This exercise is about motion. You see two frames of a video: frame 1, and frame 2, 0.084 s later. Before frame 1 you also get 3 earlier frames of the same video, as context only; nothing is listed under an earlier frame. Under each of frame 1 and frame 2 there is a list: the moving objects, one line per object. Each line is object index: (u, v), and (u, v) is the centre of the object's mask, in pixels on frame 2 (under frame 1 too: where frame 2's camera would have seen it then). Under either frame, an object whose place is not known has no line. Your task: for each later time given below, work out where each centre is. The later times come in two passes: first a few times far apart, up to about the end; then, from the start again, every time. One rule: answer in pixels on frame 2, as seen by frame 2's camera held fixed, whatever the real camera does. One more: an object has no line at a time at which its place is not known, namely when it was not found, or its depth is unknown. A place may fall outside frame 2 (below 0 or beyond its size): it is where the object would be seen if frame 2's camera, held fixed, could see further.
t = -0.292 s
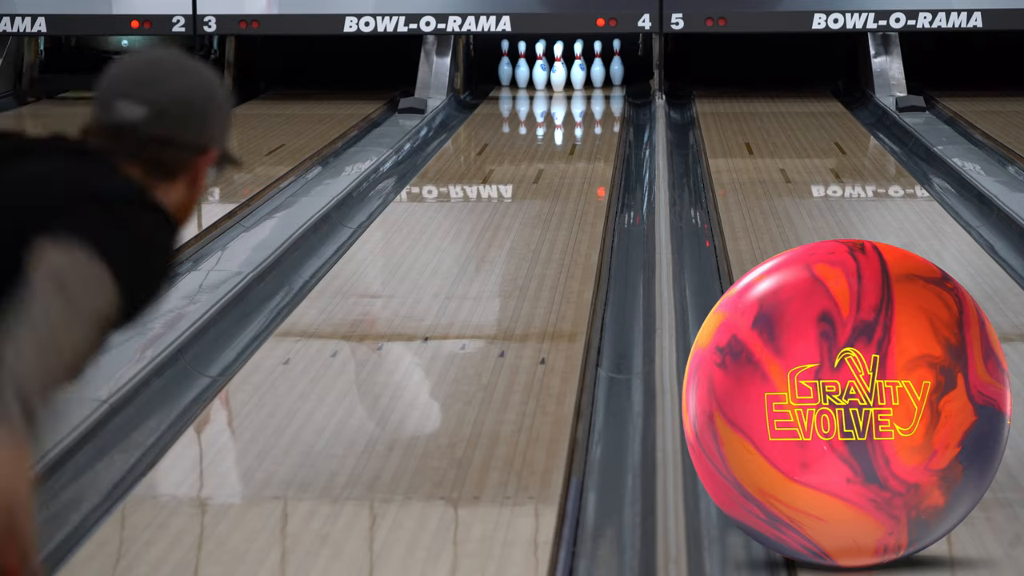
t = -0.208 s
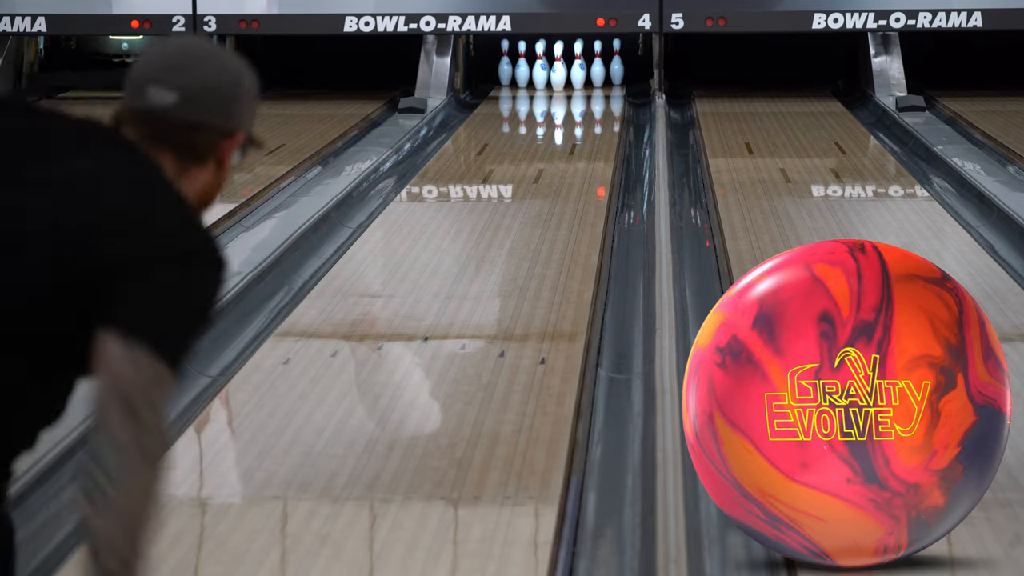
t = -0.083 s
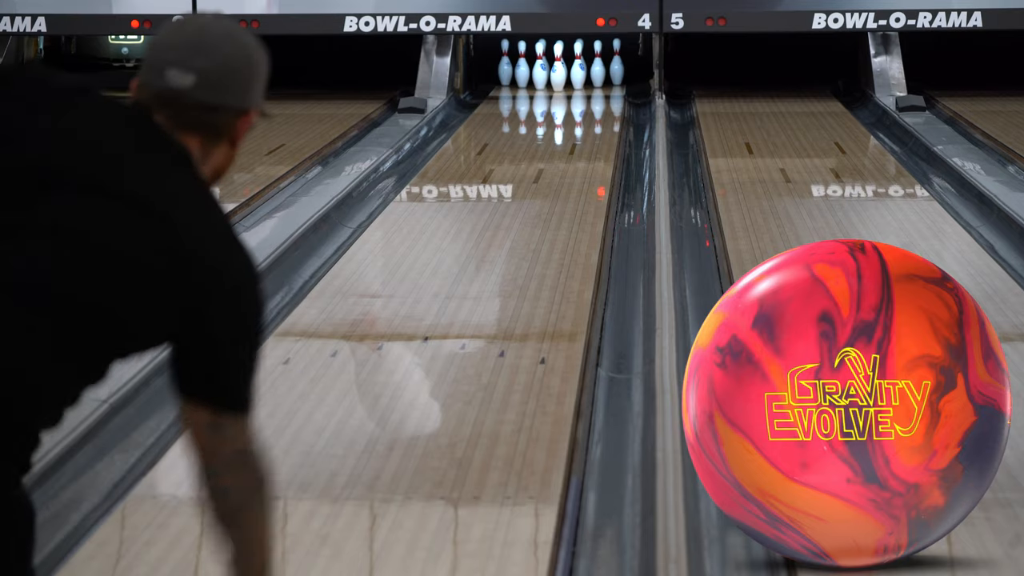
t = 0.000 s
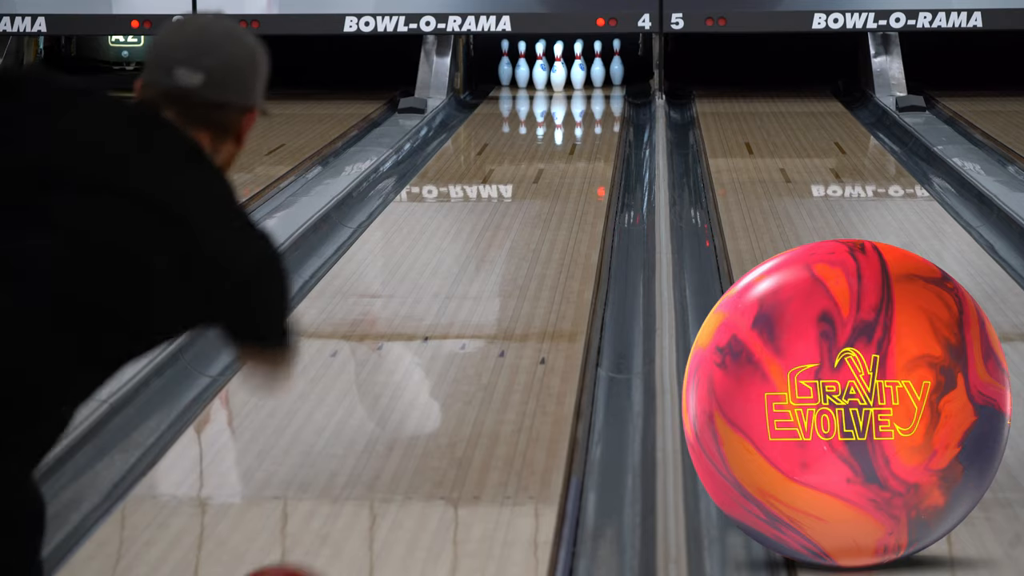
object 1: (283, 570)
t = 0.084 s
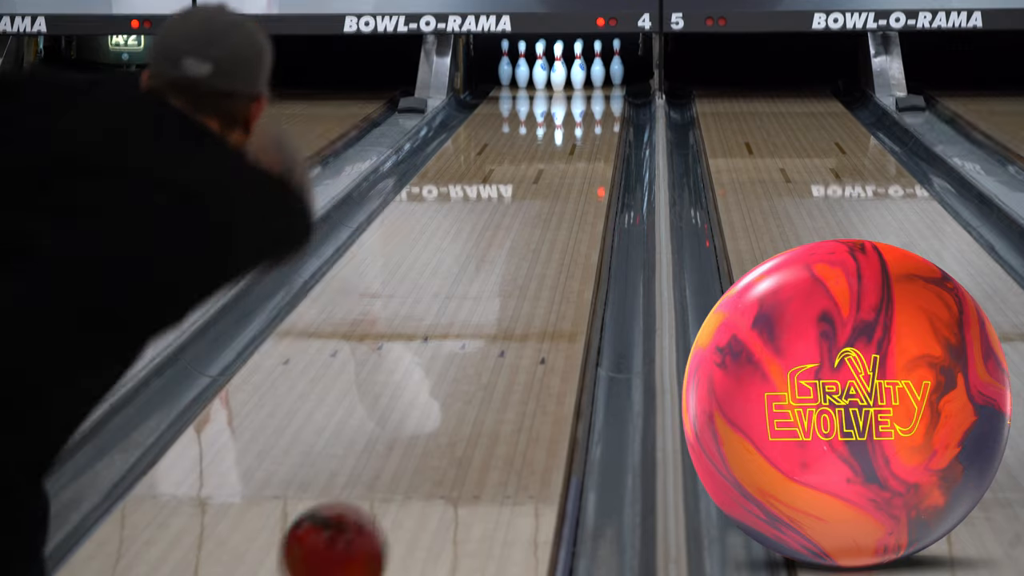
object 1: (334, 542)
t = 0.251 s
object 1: (409, 444)
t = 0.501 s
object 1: (481, 334)
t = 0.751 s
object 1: (527, 261)
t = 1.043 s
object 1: (563, 203)
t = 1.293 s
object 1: (582, 167)
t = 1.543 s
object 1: (595, 141)
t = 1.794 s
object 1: (601, 119)
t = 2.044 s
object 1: (597, 102)
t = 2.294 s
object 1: (584, 89)
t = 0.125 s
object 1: (356, 523)
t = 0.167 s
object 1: (375, 495)
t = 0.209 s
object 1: (393, 469)
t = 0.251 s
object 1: (409, 444)
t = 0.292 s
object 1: (423, 423)
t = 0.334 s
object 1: (437, 402)
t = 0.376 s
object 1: (449, 382)
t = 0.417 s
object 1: (460, 365)
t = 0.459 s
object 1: (471, 349)
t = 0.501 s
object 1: (481, 334)
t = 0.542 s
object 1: (490, 319)
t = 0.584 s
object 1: (499, 306)
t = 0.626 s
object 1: (507, 294)
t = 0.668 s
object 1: (514, 283)
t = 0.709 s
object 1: (521, 272)
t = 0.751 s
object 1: (527, 261)
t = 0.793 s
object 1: (533, 252)
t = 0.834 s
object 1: (539, 243)
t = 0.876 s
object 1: (544, 234)
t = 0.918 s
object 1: (549, 226)
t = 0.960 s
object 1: (554, 218)
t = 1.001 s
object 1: (558, 210)
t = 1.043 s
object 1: (563, 203)
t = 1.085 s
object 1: (567, 196)
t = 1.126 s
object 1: (570, 190)
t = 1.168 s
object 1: (573, 184)
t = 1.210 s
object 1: (577, 178)
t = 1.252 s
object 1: (580, 173)
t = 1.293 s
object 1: (582, 167)
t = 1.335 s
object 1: (585, 162)
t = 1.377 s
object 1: (587, 158)
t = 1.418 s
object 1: (590, 153)
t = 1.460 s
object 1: (592, 149)
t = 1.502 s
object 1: (594, 145)
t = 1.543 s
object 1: (595, 141)
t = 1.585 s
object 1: (597, 137)
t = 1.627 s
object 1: (598, 133)
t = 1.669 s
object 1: (599, 129)
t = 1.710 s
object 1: (600, 125)
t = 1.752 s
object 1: (601, 122)
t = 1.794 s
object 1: (601, 119)
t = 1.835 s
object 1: (601, 116)
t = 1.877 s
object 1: (601, 113)
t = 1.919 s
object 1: (601, 110)
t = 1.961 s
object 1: (600, 107)
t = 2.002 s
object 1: (599, 104)
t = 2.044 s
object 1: (597, 102)
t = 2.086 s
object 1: (596, 100)
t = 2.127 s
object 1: (594, 97)
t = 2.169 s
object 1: (592, 95)
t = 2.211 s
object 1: (590, 93)
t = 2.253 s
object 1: (587, 91)
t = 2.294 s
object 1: (584, 89)
